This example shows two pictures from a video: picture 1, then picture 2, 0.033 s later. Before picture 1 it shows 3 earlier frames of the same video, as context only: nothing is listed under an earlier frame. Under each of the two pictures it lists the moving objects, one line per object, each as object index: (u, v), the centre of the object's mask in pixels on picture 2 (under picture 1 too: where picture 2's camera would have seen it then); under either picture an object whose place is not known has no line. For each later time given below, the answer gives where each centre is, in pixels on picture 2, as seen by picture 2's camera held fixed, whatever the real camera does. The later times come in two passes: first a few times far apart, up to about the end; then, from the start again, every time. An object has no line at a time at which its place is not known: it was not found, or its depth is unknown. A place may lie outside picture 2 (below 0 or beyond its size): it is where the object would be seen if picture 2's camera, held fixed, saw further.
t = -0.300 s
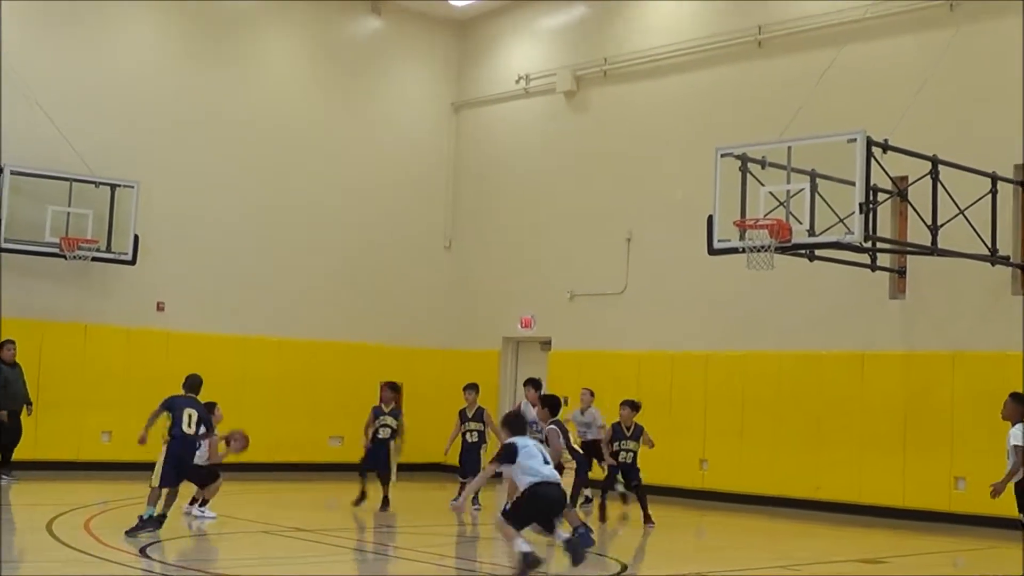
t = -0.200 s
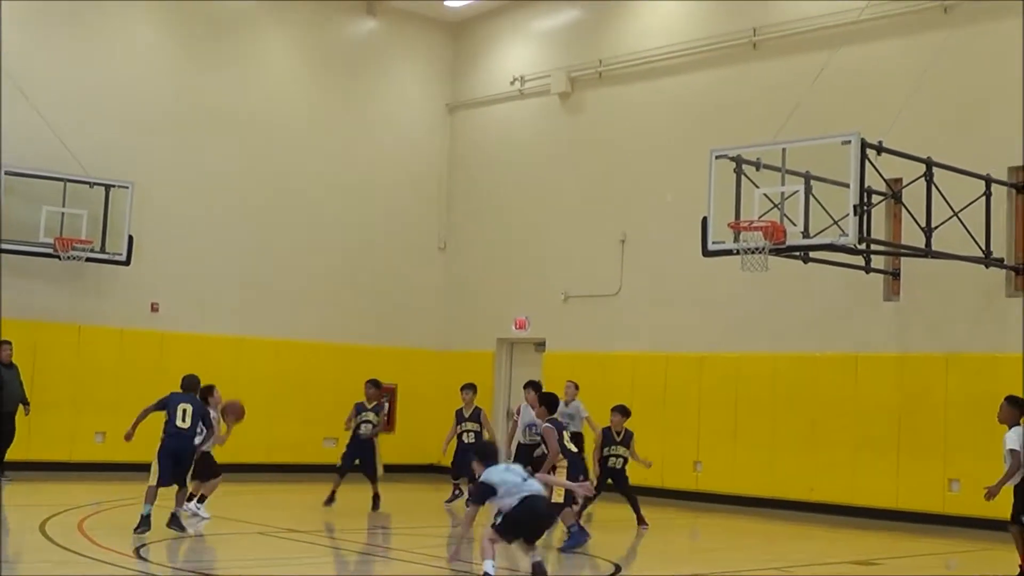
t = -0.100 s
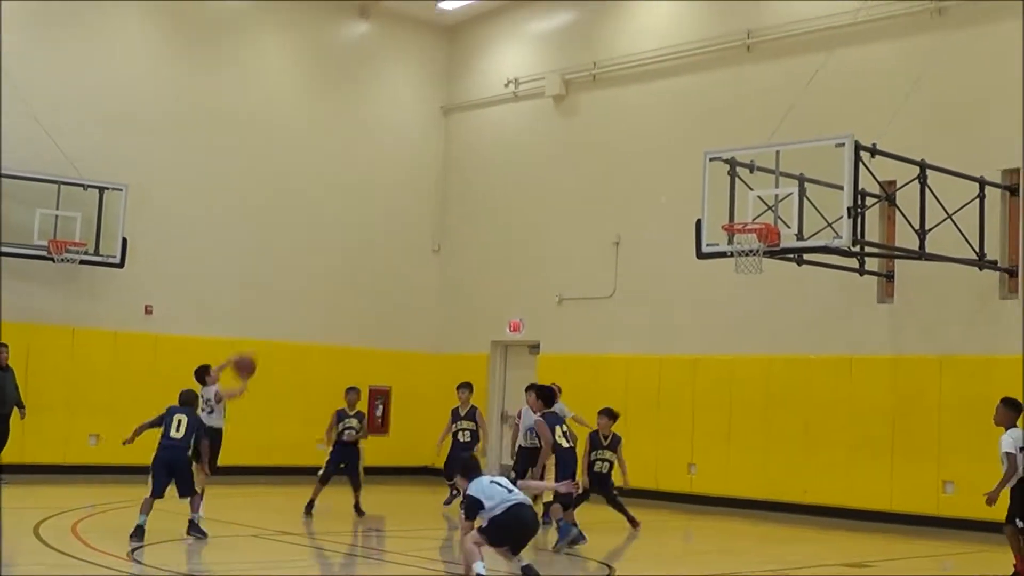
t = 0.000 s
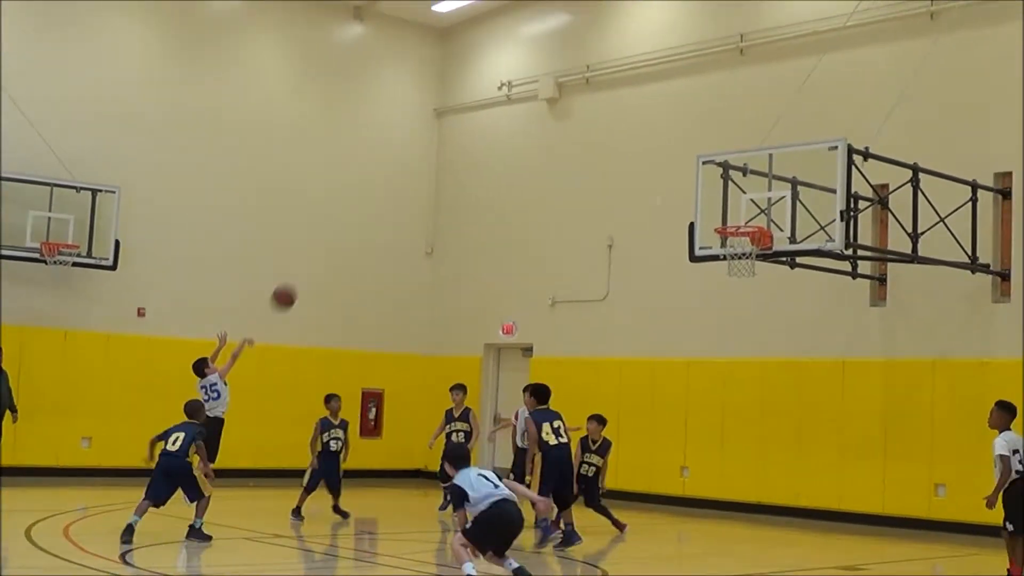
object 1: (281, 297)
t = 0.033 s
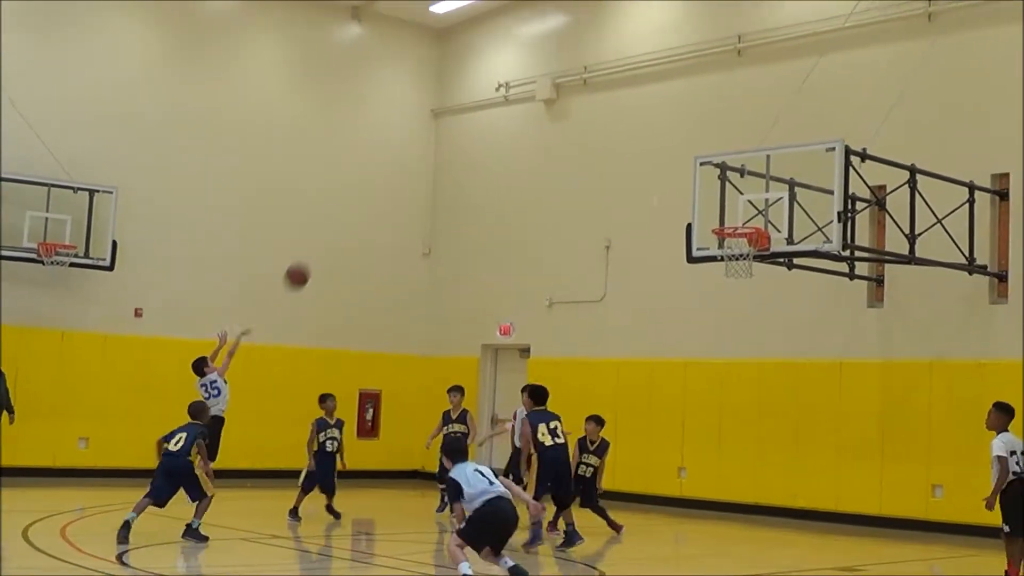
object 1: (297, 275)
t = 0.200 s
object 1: (374, 185)
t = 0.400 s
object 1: (459, 117)
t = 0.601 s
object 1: (542, 90)
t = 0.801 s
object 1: (622, 101)
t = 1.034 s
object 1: (716, 162)
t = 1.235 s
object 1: (776, 196)
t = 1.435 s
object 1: (783, 157)
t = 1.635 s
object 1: (784, 159)
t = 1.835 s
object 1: (781, 203)
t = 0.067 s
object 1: (313, 254)
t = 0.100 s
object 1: (328, 236)
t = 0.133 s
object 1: (344, 218)
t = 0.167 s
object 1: (359, 201)
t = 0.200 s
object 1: (374, 185)
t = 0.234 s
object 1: (388, 171)
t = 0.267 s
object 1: (403, 158)
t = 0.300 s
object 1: (417, 146)
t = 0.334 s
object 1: (430, 136)
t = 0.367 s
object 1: (444, 127)
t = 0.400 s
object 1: (459, 117)
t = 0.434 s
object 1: (473, 110)
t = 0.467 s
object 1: (486, 104)
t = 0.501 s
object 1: (500, 98)
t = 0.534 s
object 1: (514, 95)
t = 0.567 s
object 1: (528, 92)
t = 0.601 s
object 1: (542, 90)
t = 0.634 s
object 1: (555, 89)
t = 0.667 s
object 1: (568, 89)
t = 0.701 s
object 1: (581, 90)
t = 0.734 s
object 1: (595, 93)
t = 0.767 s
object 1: (608, 96)
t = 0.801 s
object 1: (622, 101)
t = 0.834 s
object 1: (635, 106)
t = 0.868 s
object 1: (649, 113)
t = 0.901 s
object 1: (664, 121)
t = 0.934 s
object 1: (677, 130)
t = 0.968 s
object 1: (690, 139)
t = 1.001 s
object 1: (702, 150)
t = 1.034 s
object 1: (716, 162)
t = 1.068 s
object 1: (726, 176)
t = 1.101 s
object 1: (740, 190)
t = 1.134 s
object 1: (752, 205)
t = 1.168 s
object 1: (763, 218)
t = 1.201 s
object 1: (770, 207)
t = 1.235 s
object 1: (776, 196)
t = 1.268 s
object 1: (781, 186)
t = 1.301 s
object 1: (782, 178)
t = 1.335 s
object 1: (782, 171)
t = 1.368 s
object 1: (782, 165)
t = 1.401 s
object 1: (783, 161)
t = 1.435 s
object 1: (783, 157)
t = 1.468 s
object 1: (784, 155)
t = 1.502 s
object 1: (784, 153)
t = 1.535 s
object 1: (784, 154)
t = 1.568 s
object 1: (784, 154)
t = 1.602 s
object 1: (784, 156)
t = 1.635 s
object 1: (784, 159)
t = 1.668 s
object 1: (783, 164)
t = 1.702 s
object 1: (783, 169)
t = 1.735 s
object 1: (783, 176)
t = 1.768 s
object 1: (783, 184)
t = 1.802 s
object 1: (782, 193)
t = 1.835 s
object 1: (781, 203)
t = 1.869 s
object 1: (781, 215)
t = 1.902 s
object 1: (781, 227)
